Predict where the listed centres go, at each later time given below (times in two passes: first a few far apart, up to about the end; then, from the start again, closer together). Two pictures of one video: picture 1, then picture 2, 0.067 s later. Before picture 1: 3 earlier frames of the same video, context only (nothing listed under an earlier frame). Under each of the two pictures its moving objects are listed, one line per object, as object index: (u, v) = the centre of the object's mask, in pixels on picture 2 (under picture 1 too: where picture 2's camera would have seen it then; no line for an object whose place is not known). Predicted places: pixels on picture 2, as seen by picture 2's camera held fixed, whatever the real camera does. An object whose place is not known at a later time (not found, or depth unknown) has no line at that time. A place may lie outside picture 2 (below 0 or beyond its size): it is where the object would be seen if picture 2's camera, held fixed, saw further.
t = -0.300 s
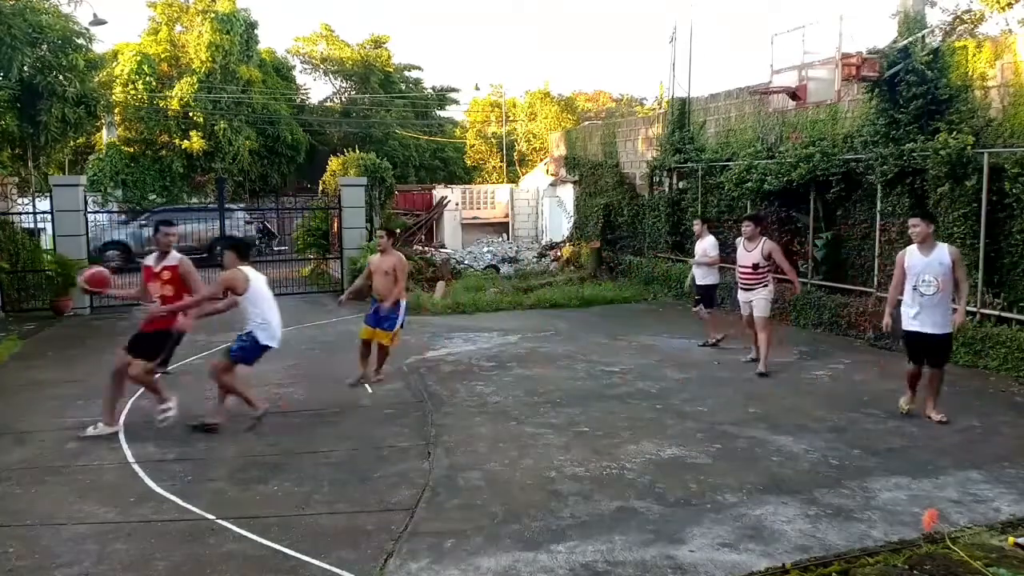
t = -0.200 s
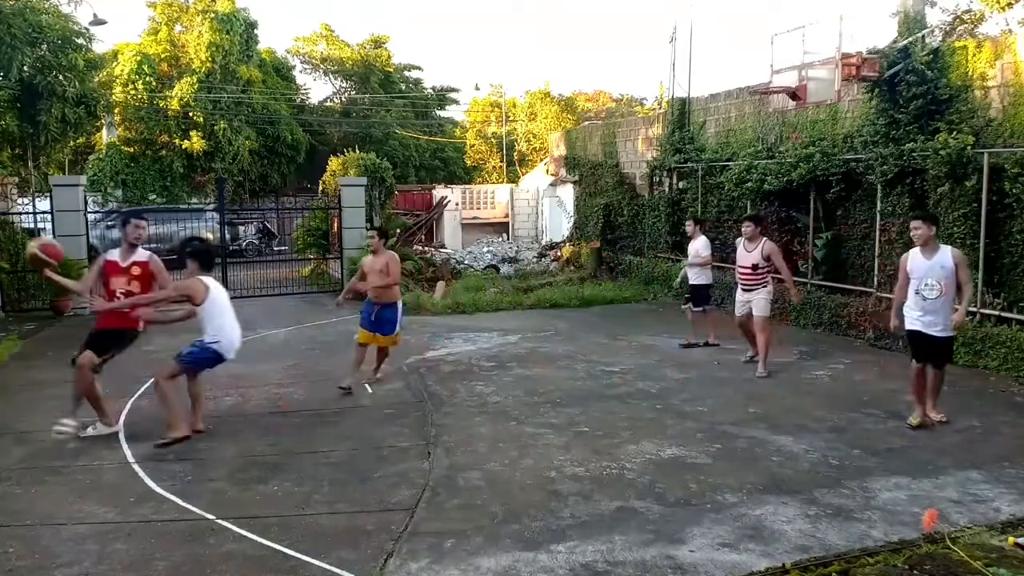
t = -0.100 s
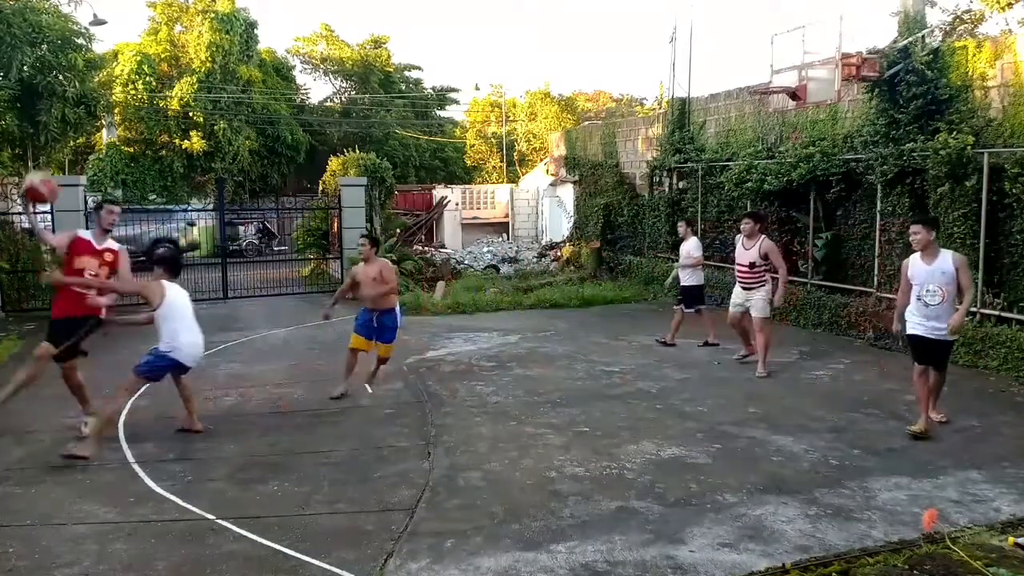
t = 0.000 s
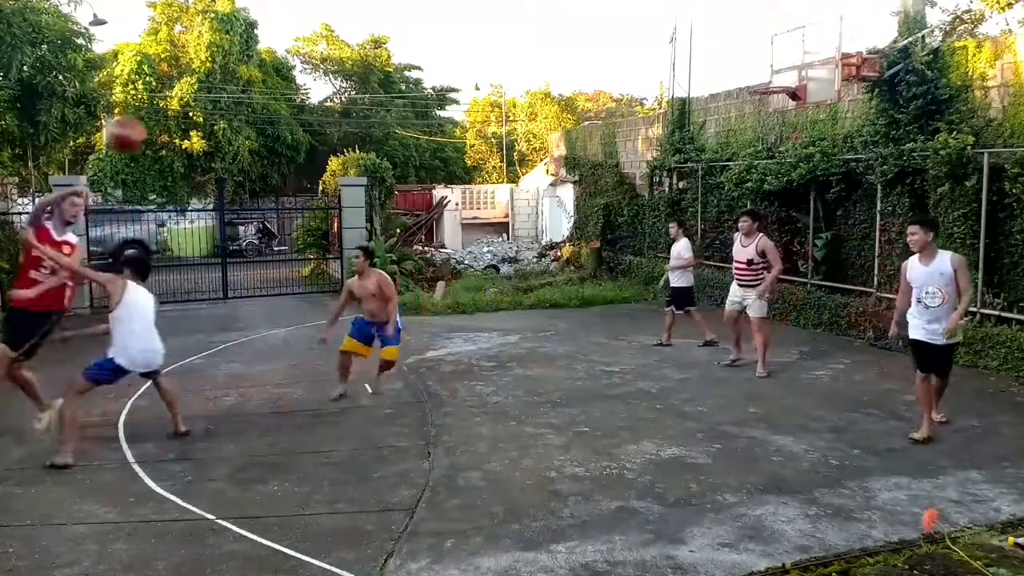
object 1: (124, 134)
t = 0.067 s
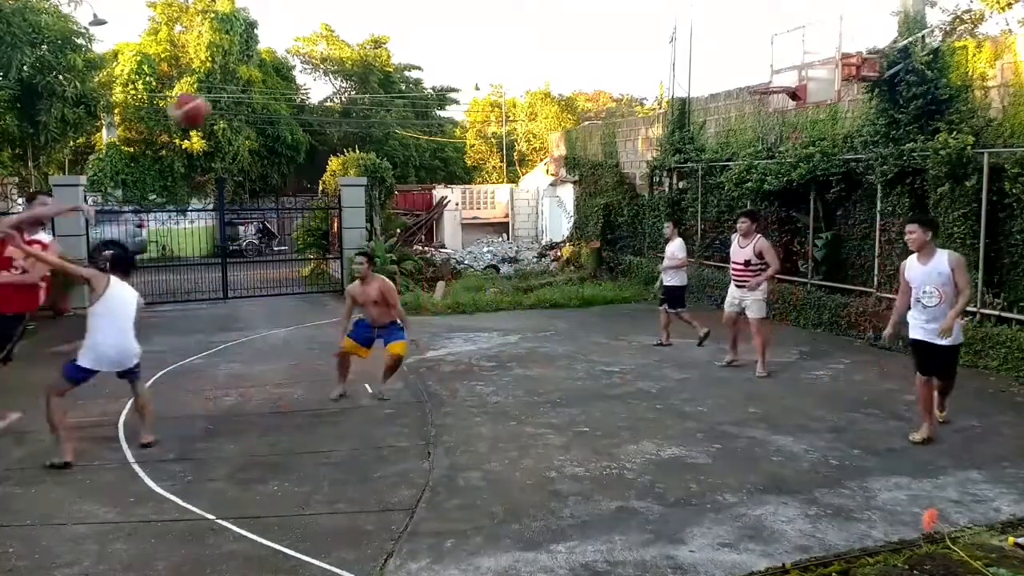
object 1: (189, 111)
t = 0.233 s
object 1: (363, 74)
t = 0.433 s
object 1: (575, 87)
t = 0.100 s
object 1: (224, 98)
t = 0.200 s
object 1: (327, 77)
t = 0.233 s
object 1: (363, 74)
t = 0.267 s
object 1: (394, 72)
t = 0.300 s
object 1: (432, 72)
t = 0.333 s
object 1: (467, 73)
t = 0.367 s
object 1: (503, 77)
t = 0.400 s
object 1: (539, 82)
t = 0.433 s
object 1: (575, 87)
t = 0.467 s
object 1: (612, 96)
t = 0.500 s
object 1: (649, 106)
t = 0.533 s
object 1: (685, 117)
